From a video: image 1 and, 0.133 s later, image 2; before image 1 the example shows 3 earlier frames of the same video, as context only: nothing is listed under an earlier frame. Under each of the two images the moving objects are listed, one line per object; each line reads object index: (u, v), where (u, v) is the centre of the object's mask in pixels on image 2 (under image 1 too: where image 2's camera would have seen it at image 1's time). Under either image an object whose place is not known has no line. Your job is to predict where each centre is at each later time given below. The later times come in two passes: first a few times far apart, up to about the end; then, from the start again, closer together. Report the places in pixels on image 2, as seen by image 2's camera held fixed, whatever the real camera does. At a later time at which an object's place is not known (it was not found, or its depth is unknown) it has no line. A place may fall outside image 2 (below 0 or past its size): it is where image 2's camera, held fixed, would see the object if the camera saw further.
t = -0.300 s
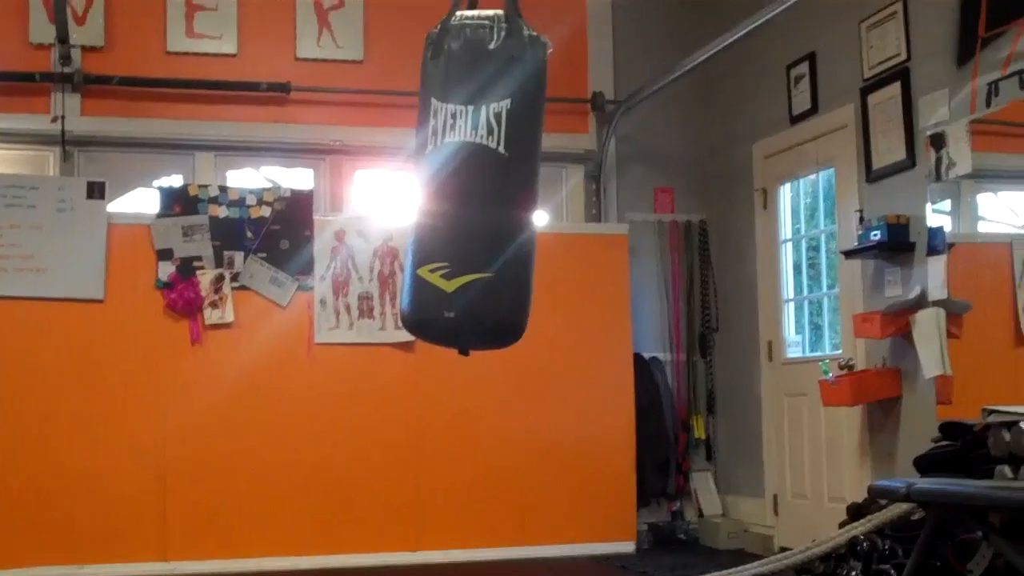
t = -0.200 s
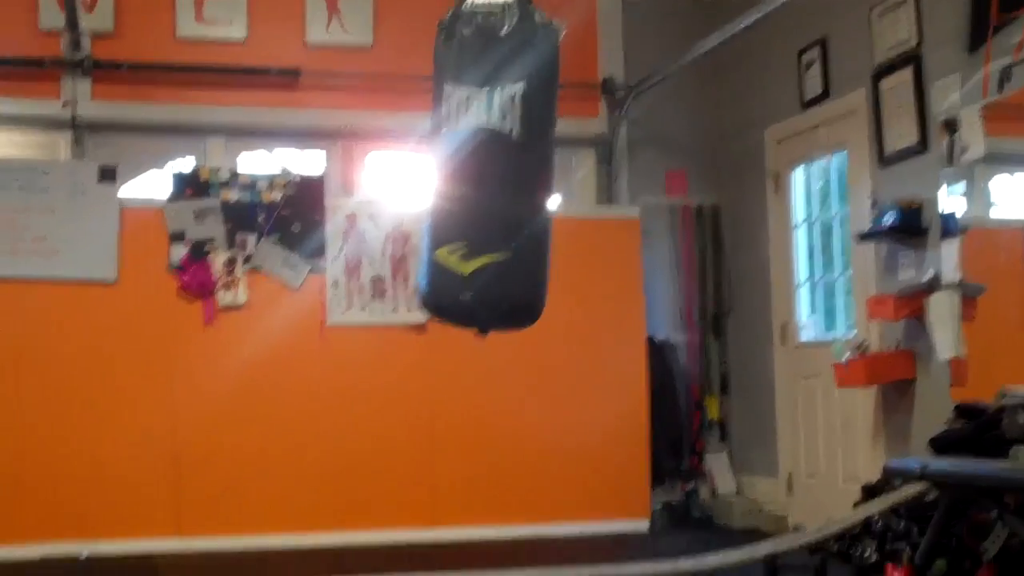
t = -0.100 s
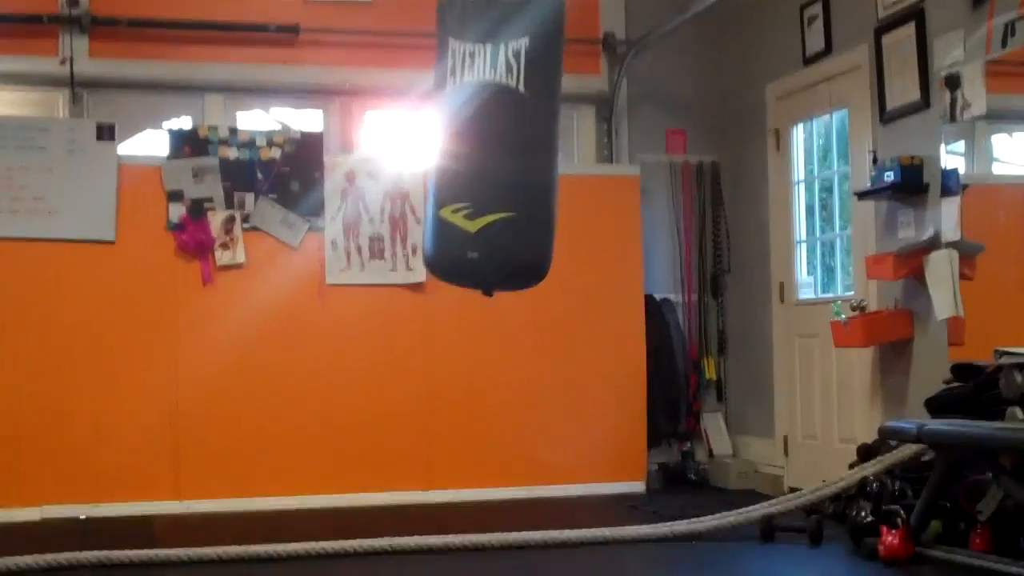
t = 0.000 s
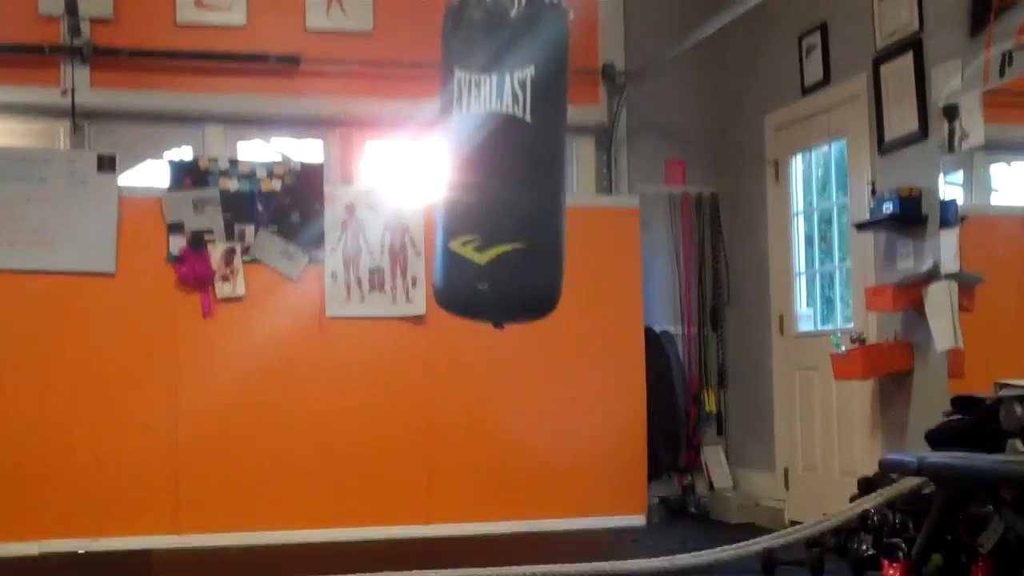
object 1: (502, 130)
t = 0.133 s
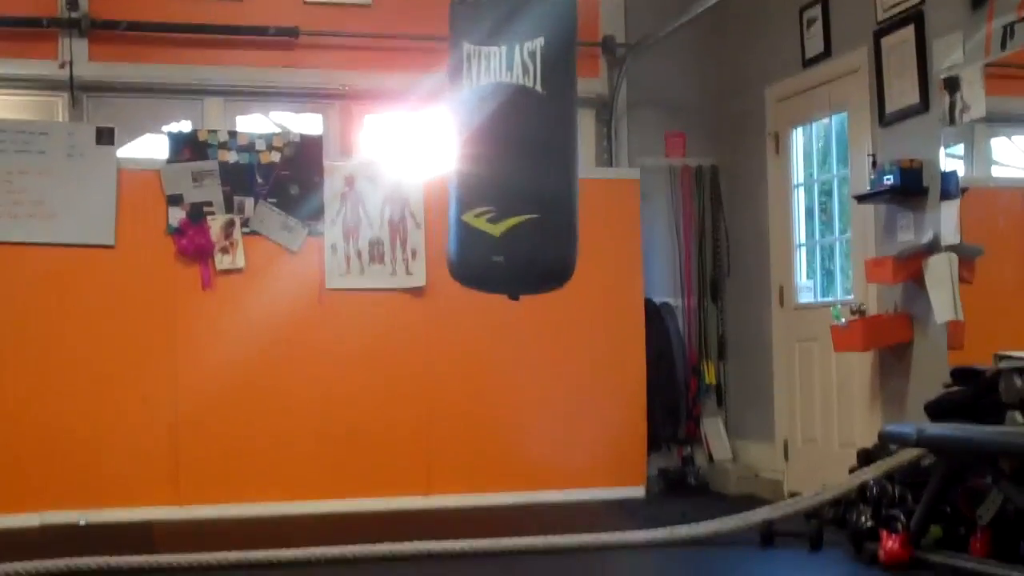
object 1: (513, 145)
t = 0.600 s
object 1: (541, 142)
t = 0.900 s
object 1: (535, 141)
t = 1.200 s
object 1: (512, 144)
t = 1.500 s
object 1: (491, 142)
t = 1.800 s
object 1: (487, 143)
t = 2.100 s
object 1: (504, 142)
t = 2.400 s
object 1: (529, 141)
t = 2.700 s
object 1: (542, 141)
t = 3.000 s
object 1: (534, 143)
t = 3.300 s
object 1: (510, 142)
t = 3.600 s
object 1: (490, 143)
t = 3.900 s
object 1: (487, 143)
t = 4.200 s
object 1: (506, 142)
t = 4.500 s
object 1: (530, 142)
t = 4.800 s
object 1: (542, 142)
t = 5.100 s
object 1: (532, 143)
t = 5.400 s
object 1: (509, 144)
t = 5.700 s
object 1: (489, 143)
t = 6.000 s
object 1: (488, 142)
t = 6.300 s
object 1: (507, 144)
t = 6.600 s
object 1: (531, 143)
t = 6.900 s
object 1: (542, 142)
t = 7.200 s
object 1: (531, 142)
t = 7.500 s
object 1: (508, 144)
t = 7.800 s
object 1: (489, 142)
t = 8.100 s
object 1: (489, 142)
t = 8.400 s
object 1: (509, 143)
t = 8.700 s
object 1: (532, 142)
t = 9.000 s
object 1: (541, 141)
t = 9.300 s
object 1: (530, 143)
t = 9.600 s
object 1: (507, 143)
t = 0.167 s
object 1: (516, 138)
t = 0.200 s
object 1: (518, 132)
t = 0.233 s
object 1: (523, 135)
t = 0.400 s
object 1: (533, 138)
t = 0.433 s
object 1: (536, 138)
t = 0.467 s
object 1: (539, 140)
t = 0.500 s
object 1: (540, 143)
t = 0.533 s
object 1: (541, 144)
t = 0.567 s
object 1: (542, 144)
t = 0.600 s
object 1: (541, 142)
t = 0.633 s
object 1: (542, 140)
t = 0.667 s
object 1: (543, 140)
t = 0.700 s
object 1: (543, 141)
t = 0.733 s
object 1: (543, 143)
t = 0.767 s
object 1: (541, 144)
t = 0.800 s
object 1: (540, 143)
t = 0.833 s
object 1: (538, 142)
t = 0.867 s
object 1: (537, 141)
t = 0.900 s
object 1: (535, 141)
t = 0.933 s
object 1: (533, 143)
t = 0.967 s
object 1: (531, 144)
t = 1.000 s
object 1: (528, 144)
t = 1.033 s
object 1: (525, 143)
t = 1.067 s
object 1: (523, 142)
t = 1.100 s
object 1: (520, 142)
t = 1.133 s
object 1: (518, 143)
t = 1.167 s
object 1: (515, 143)
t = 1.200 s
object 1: (512, 144)
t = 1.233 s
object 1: (509, 143)
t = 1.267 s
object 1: (507, 142)
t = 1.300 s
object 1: (504, 142)
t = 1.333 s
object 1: (501, 143)
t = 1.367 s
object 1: (499, 143)
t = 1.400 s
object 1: (497, 143)
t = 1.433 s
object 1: (494, 144)
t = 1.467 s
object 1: (493, 143)
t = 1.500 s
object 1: (491, 142)
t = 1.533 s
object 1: (489, 141)
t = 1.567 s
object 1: (487, 142)
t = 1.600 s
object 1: (487, 143)
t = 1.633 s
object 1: (486, 143)
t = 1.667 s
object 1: (486, 142)
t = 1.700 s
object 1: (486, 142)
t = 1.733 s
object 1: (486, 142)
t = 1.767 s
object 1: (486, 143)
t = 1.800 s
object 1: (487, 143)
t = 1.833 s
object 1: (488, 142)
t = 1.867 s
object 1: (489, 142)
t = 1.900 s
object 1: (491, 142)
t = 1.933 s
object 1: (493, 143)
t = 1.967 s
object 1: (495, 143)
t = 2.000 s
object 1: (497, 143)
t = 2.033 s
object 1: (500, 142)
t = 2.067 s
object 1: (501, 143)
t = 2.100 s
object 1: (504, 142)
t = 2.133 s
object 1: (507, 142)
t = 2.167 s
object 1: (510, 142)
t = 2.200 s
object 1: (513, 142)
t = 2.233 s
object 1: (516, 143)
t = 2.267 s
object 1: (518, 143)
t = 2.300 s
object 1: (521, 142)
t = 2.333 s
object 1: (524, 142)
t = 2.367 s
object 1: (526, 143)
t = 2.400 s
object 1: (529, 141)
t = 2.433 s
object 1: (531, 142)
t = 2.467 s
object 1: (534, 142)
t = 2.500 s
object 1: (535, 142)
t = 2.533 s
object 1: (538, 141)
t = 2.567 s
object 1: (539, 141)
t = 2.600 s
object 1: (540, 142)
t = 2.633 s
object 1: (541, 142)
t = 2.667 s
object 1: (542, 141)
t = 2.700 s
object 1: (542, 141)
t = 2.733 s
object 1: (542, 142)
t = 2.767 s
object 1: (542, 142)
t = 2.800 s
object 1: (542, 141)
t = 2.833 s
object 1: (541, 141)
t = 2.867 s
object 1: (540, 141)
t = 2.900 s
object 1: (539, 142)
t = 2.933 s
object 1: (537, 143)
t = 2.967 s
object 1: (536, 142)
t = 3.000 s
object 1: (534, 143)
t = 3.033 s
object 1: (532, 142)
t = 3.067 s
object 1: (529, 143)
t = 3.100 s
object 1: (527, 142)
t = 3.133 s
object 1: (524, 142)
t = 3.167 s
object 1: (521, 142)
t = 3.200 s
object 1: (519, 143)
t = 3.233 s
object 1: (516, 143)
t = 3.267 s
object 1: (513, 143)
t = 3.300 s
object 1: (510, 142)
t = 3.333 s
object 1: (508, 142)
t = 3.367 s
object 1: (505, 143)
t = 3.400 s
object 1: (502, 143)
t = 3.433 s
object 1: (500, 142)
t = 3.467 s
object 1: (498, 143)
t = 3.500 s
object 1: (496, 142)
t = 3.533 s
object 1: (494, 143)
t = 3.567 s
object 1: (492, 142)
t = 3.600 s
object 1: (490, 143)
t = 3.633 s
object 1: (489, 143)
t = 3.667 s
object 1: (487, 143)
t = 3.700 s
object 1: (487, 143)
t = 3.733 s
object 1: (486, 143)
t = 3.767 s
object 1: (486, 142)
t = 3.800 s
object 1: (486, 142)
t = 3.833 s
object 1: (486, 143)
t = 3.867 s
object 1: (487, 143)
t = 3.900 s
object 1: (487, 143)
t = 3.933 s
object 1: (489, 143)
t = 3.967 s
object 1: (490, 142)
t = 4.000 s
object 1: (492, 143)
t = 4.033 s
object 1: (494, 143)
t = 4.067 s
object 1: (496, 142)
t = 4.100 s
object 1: (498, 142)
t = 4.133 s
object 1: (500, 143)
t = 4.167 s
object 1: (503, 143)
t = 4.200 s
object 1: (506, 142)
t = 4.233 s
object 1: (508, 143)
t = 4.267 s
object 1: (511, 142)
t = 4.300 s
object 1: (514, 142)
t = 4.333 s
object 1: (517, 142)
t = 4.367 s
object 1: (520, 142)
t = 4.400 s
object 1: (522, 143)
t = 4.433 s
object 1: (525, 142)
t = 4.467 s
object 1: (528, 142)
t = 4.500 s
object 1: (530, 142)
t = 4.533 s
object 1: (532, 143)
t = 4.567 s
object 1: (534, 142)
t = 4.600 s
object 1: (536, 142)
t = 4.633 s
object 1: (538, 142)
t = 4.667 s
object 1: (539, 142)
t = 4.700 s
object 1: (540, 142)
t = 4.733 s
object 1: (541, 142)
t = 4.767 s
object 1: (541, 142)
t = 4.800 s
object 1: (542, 142)
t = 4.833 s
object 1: (542, 141)
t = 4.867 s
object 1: (542, 141)
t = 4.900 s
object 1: (541, 141)
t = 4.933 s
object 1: (540, 142)
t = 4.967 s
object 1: (539, 143)
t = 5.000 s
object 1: (538, 143)
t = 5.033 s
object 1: (536, 142)
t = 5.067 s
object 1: (534, 142)
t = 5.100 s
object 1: (532, 143)
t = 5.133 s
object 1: (530, 143)
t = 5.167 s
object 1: (528, 143)
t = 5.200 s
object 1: (525, 143)
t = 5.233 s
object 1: (523, 142)
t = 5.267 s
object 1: (520, 144)
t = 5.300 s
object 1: (517, 143)
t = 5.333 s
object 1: (515, 143)
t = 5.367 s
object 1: (512, 142)
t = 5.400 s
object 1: (509, 144)
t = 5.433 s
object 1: (507, 144)
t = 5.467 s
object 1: (504, 143)
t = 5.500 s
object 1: (501, 144)
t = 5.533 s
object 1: (499, 144)
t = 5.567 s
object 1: (497, 142)
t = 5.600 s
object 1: (495, 142)
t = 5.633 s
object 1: (493, 143)
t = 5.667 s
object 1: (491, 143)
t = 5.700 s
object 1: (489, 143)
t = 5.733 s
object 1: (488, 143)
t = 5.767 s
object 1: (487, 143)
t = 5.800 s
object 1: (487, 142)
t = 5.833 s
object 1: (486, 143)
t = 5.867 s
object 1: (486, 142)
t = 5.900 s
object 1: (486, 143)
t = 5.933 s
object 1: (487, 143)
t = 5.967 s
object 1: (487, 143)
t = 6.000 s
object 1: (488, 142)
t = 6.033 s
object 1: (489, 143)
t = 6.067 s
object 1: (491, 143)
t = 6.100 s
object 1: (493, 144)
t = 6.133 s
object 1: (495, 144)
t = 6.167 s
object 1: (497, 143)
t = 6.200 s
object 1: (499, 142)
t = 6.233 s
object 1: (502, 142)
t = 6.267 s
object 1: (504, 144)
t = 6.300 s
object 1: (507, 144)
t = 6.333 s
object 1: (510, 144)
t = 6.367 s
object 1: (513, 143)
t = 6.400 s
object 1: (516, 142)
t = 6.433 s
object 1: (518, 143)
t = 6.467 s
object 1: (521, 142)
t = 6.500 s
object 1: (524, 142)
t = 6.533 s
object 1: (527, 143)
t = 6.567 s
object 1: (529, 143)
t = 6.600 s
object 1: (531, 143)
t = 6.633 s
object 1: (533, 142)
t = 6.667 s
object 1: (535, 143)
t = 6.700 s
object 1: (537, 141)
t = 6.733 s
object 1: (538, 142)
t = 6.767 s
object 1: (540, 142)
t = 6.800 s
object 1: (540, 142)
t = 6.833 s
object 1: (541, 143)
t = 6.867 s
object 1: (542, 142)
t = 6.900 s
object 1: (542, 142)
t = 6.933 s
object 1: (542, 142)
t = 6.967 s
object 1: (541, 143)
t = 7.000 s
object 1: (541, 142)
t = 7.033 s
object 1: (540, 142)
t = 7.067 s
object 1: (538, 142)
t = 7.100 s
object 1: (537, 143)
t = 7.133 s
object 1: (535, 142)
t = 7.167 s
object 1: (533, 142)
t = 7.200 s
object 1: (531, 142)
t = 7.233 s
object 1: (529, 143)
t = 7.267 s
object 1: (526, 142)
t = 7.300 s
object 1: (524, 142)
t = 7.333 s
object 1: (522, 143)
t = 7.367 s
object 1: (519, 144)
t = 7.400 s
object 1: (516, 143)
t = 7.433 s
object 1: (513, 144)
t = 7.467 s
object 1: (510, 143)
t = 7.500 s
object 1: (508, 144)
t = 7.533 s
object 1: (505, 143)
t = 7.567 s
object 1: (503, 142)
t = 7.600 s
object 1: (500, 142)
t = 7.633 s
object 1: (498, 143)
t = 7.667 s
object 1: (496, 144)
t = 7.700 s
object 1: (494, 142)
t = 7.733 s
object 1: (492, 142)
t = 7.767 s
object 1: (491, 143)
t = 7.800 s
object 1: (489, 142)
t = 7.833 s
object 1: (488, 143)
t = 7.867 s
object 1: (487, 143)
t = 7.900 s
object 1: (487, 142)
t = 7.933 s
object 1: (486, 143)
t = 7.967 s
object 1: (486, 143)
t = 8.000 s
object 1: (487, 142)
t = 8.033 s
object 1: (487, 143)
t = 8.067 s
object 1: (488, 143)
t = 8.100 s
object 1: (489, 142)
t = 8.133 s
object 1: (491, 142)
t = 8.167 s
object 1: (492, 143)
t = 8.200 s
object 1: (495, 143)
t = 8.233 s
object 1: (496, 144)
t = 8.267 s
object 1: (499, 142)
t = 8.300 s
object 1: (501, 143)
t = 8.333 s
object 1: (503, 142)
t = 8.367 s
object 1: (506, 144)
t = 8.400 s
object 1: (509, 143)
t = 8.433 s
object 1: (511, 142)
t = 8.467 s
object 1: (514, 142)
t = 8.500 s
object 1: (517, 144)
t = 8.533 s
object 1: (520, 143)
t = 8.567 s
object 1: (523, 142)
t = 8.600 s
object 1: (525, 143)
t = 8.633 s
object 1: (528, 142)
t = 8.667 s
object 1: (530, 143)
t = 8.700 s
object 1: (532, 142)
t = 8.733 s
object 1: (534, 142)
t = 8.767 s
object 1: (536, 142)
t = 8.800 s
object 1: (537, 143)
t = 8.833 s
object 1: (539, 141)
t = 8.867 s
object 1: (540, 143)
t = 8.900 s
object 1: (541, 142)
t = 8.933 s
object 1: (541, 142)
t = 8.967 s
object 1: (541, 142)
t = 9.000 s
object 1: (541, 141)
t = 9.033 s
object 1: (541, 142)
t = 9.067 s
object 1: (541, 142)
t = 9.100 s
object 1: (540, 142)
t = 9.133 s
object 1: (539, 142)
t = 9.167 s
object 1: (537, 142)
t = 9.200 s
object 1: (536, 142)
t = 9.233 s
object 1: (534, 142)
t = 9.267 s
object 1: (532, 143)
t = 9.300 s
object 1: (530, 143)
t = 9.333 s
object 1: (527, 143)
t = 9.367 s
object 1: (525, 144)
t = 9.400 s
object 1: (522, 144)
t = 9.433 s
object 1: (520, 143)
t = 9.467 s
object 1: (517, 143)
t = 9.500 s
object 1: (514, 143)
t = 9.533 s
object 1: (512, 144)
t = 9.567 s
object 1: (509, 144)
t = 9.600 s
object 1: (507, 143)
